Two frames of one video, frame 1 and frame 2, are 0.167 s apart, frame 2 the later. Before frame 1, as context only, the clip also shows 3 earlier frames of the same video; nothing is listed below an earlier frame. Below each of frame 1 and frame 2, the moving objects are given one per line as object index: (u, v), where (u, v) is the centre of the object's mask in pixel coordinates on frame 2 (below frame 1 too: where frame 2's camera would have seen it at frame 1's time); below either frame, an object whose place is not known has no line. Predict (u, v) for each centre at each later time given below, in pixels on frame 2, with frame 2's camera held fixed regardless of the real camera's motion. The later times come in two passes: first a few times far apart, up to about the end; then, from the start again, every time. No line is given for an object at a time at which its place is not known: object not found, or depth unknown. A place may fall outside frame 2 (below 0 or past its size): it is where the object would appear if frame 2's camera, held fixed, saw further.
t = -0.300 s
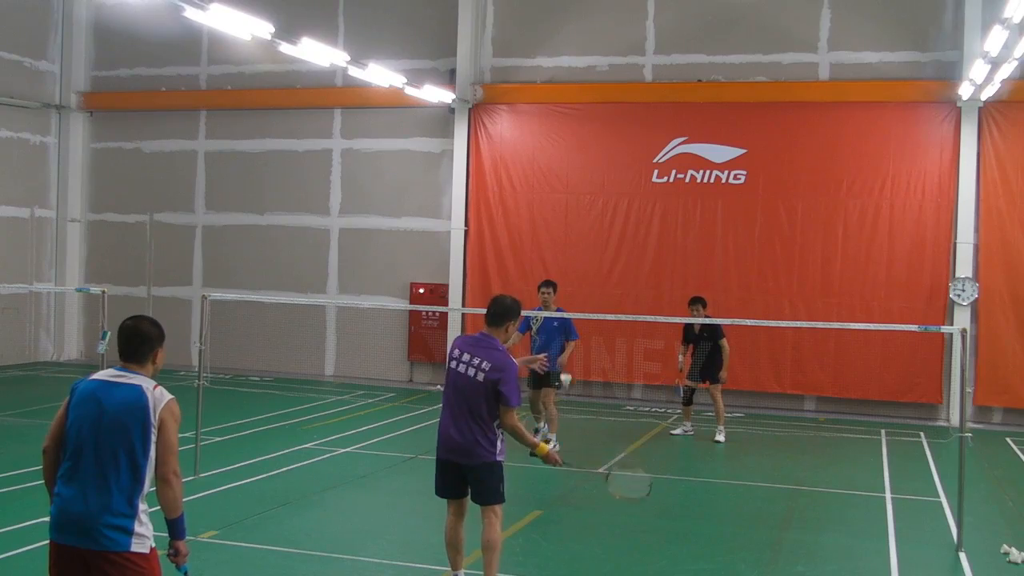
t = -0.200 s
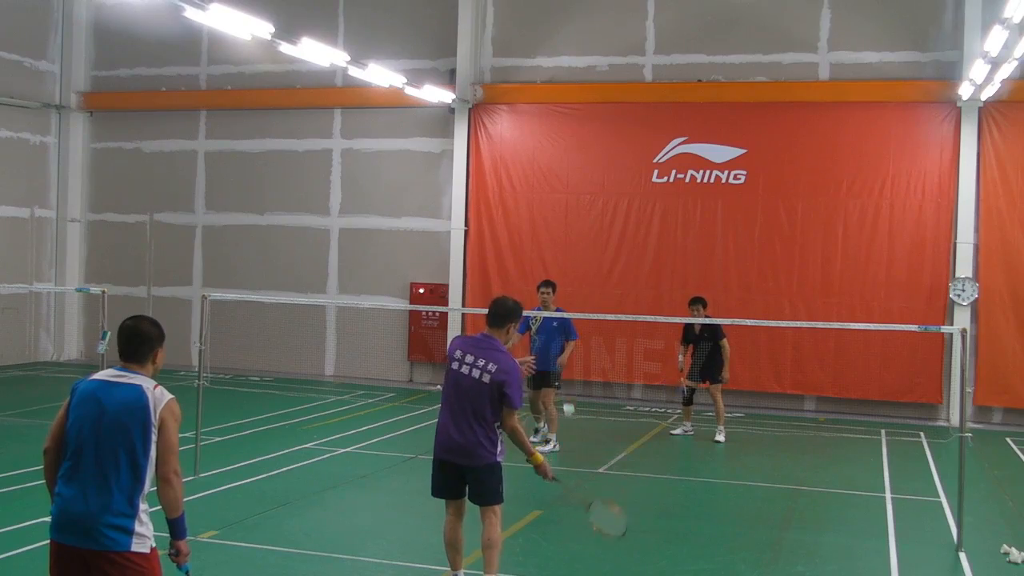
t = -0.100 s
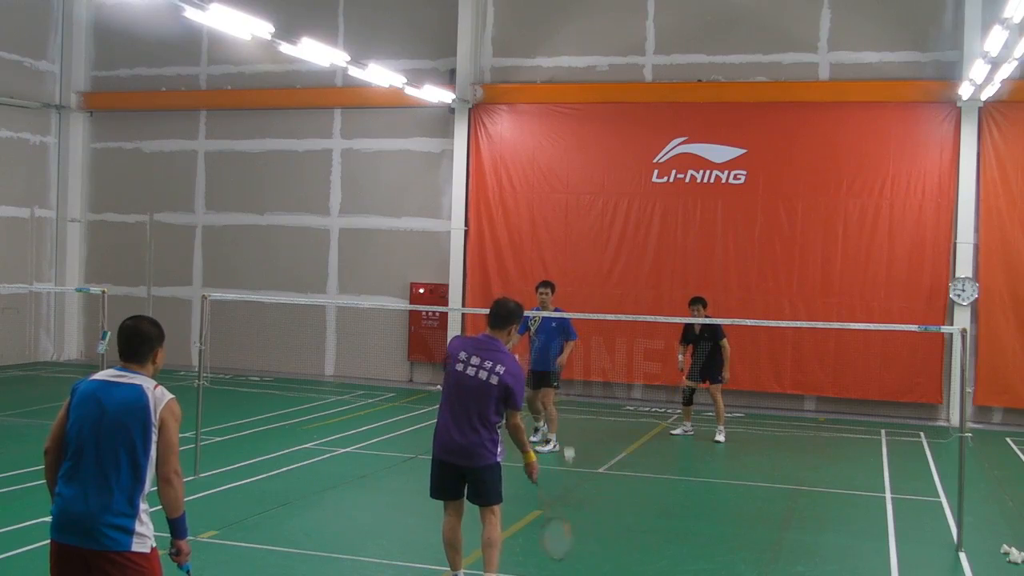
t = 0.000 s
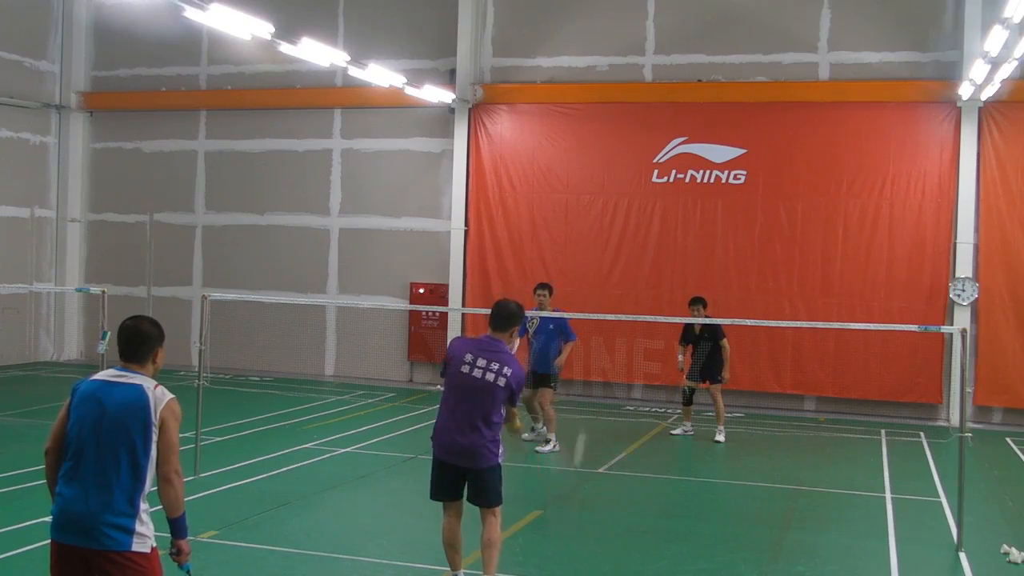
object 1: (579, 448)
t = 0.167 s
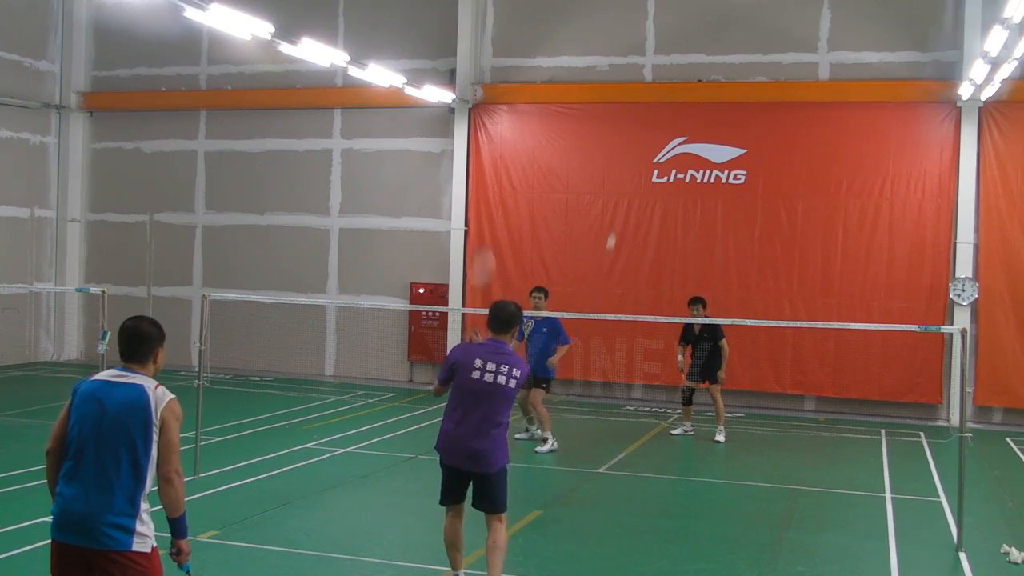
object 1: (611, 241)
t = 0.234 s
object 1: (618, 203)
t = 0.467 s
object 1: (633, 149)
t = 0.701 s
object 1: (642, 160)
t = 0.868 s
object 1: (649, 193)
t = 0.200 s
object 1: (615, 220)
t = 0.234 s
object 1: (618, 203)
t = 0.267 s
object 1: (620, 189)
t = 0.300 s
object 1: (623, 179)
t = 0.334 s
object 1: (625, 169)
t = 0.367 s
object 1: (626, 161)
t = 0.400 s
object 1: (628, 156)
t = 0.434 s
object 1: (631, 152)
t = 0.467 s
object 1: (633, 149)
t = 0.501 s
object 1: (634, 148)
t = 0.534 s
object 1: (636, 148)
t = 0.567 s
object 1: (637, 148)
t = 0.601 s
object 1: (638, 150)
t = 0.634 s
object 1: (640, 152)
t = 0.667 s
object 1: (641, 155)
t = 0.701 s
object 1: (642, 160)
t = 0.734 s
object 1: (644, 165)
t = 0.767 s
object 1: (645, 171)
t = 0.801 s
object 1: (646, 177)
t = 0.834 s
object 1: (648, 185)
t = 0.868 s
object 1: (649, 193)
